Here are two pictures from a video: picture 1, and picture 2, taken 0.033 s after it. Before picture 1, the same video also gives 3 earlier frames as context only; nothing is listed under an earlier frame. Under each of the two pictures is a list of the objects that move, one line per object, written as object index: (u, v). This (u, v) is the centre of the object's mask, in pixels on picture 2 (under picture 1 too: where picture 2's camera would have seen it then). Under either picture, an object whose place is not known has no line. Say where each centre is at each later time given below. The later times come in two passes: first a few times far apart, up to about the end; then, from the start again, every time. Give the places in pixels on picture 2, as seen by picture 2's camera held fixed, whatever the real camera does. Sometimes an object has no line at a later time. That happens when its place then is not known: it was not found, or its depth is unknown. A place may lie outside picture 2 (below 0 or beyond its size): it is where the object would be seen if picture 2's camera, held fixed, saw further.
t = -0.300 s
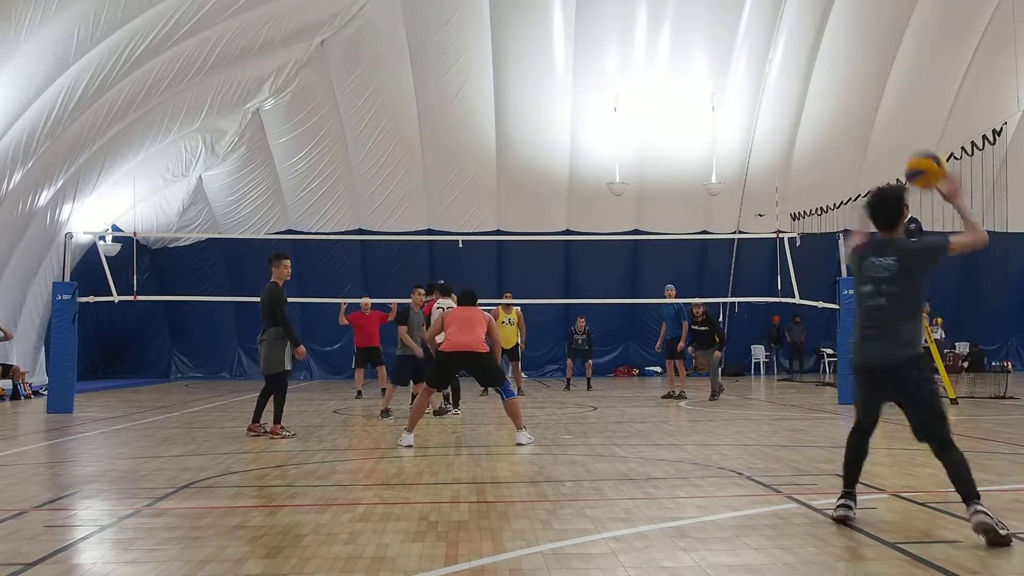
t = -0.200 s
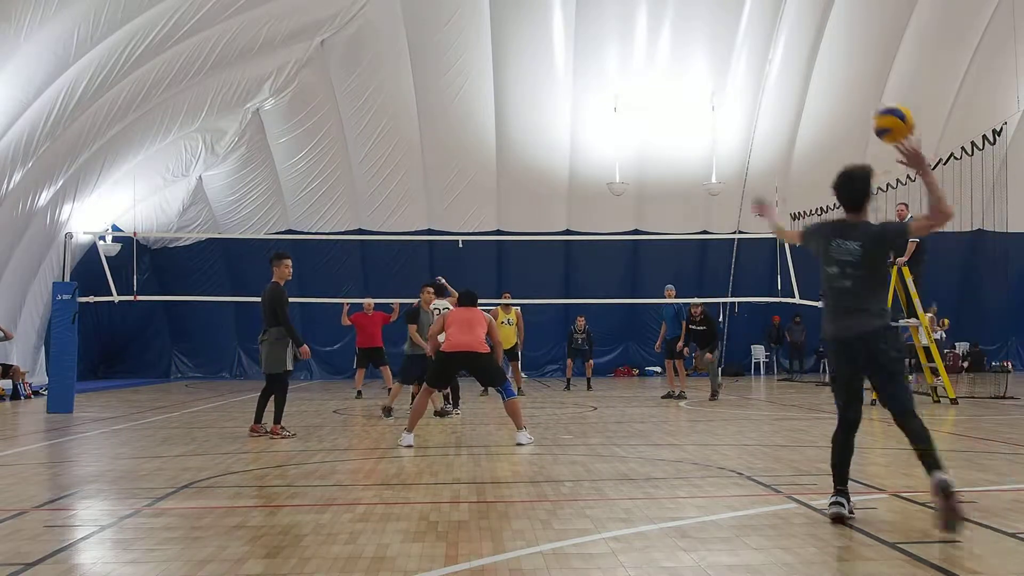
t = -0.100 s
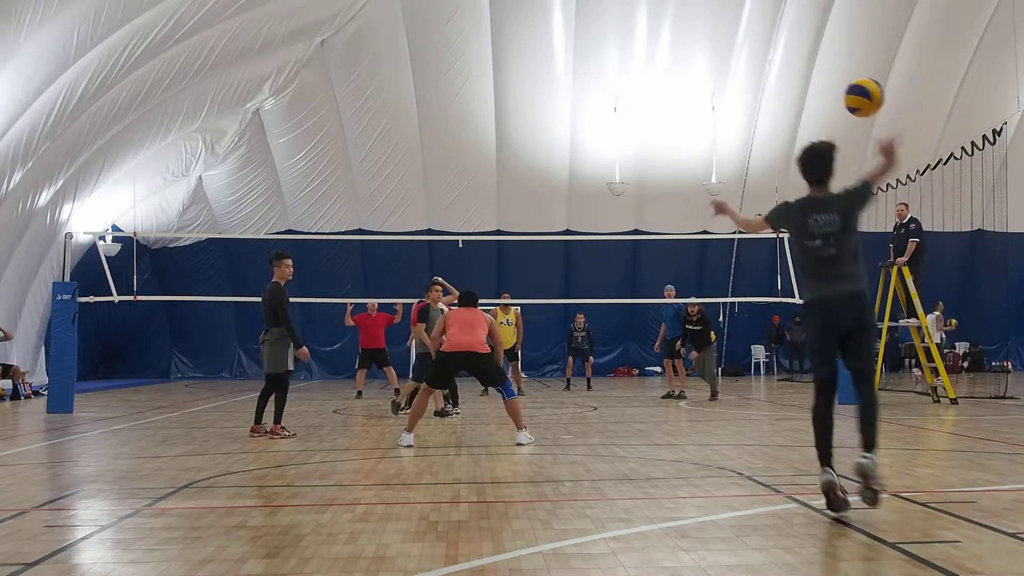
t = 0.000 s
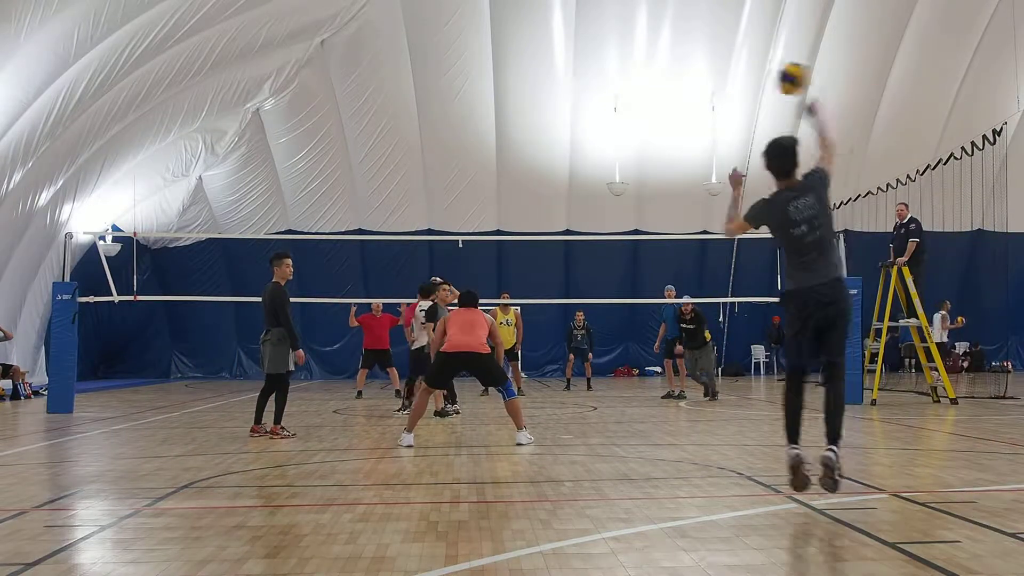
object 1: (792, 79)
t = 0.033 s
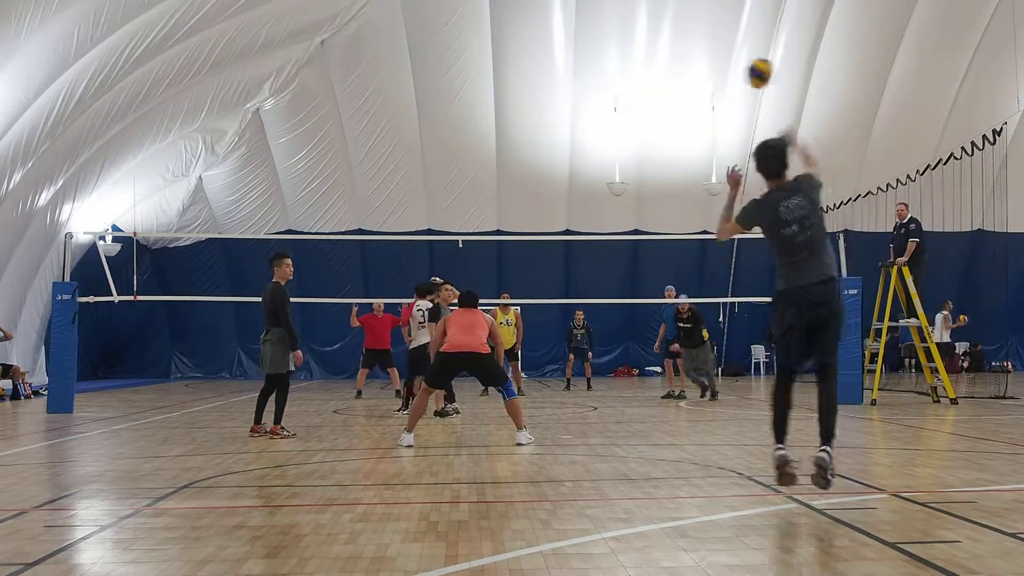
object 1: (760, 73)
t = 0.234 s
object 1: (649, 70)
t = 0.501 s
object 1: (581, 112)
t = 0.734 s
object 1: (547, 170)
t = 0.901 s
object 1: (535, 213)
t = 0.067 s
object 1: (733, 69)
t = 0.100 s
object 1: (712, 67)
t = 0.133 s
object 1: (692, 67)
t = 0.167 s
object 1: (676, 67)
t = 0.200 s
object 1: (662, 68)
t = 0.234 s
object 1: (649, 70)
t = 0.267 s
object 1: (638, 73)
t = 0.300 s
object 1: (627, 76)
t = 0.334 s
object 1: (618, 80)
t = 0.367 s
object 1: (609, 85)
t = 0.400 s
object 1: (601, 91)
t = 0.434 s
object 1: (594, 97)
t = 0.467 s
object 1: (587, 105)
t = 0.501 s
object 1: (581, 112)
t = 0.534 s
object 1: (575, 121)
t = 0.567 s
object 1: (569, 129)
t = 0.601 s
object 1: (564, 137)
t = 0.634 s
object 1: (559, 145)
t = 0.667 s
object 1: (555, 154)
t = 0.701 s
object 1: (551, 162)
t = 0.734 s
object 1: (547, 170)
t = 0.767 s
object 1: (544, 178)
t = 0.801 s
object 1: (541, 187)
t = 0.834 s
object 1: (539, 195)
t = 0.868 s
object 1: (537, 204)
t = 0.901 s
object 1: (535, 213)
